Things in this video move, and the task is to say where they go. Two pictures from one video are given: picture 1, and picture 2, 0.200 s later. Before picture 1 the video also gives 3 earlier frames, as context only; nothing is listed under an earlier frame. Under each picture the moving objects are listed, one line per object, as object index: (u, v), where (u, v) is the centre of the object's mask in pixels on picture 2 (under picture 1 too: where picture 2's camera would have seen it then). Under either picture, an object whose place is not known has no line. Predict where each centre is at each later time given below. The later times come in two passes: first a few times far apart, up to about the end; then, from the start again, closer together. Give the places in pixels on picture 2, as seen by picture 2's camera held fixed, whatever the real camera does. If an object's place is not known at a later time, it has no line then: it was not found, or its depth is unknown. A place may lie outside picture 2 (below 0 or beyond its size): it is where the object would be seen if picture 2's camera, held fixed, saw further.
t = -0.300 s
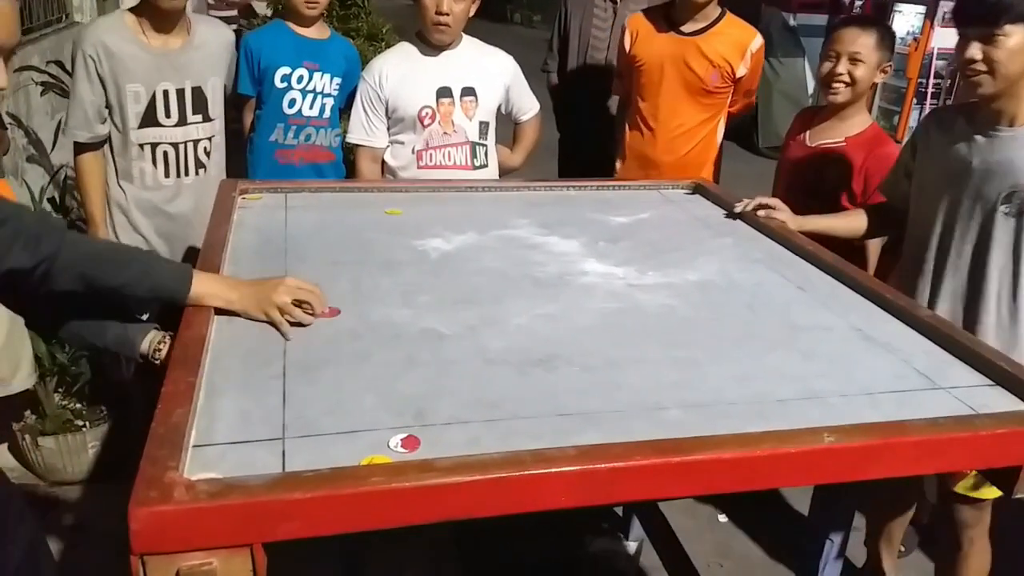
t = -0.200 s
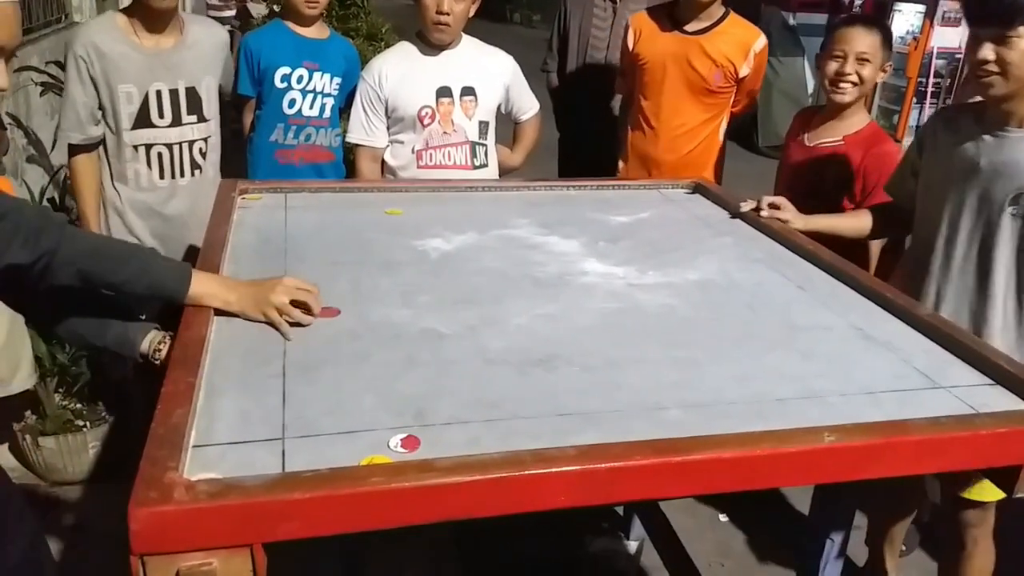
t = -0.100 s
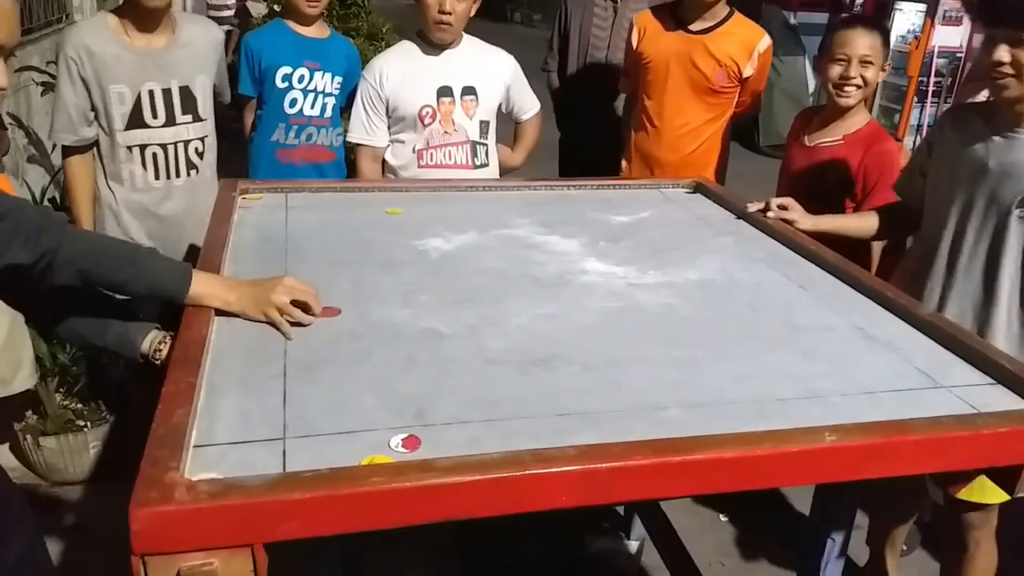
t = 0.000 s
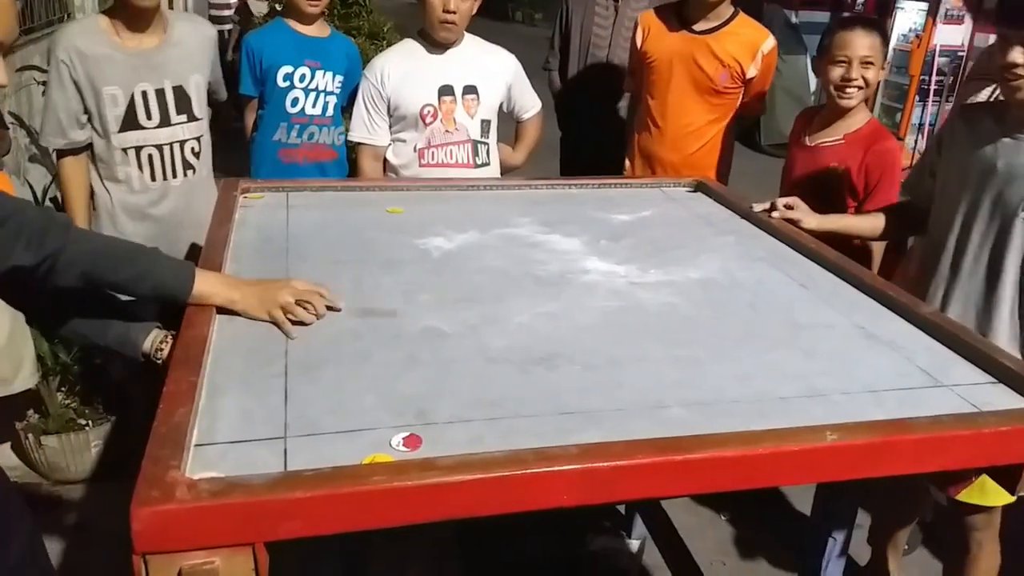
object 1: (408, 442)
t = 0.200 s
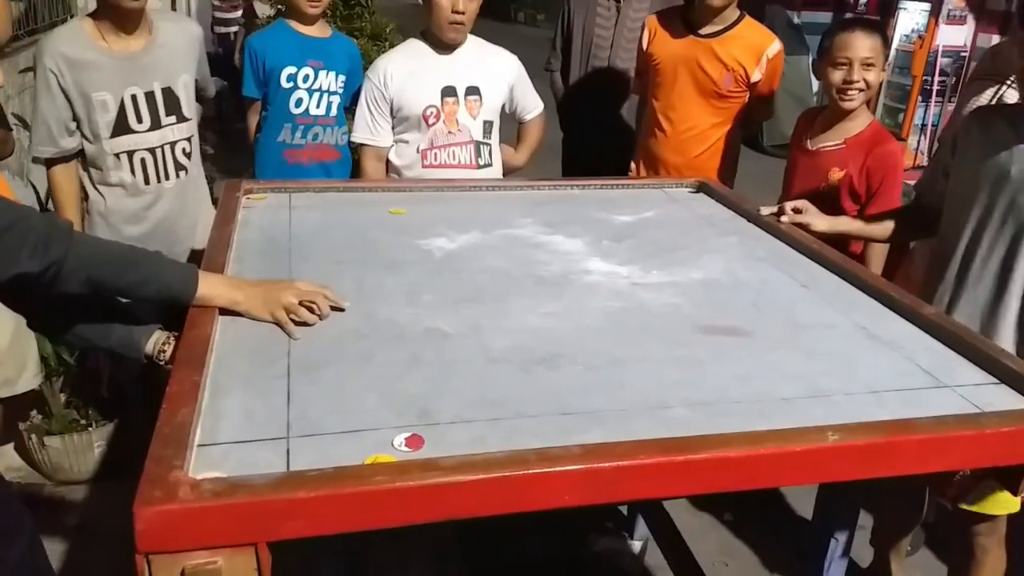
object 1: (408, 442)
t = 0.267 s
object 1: (408, 442)
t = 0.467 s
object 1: (408, 442)
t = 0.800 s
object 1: (408, 442)
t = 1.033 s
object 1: (392, 437)
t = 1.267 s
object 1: (392, 437)
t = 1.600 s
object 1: (392, 437)
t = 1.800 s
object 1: (392, 437)
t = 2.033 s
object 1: (393, 437)
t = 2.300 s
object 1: (392, 436)
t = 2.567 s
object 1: (393, 443)
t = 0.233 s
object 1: (408, 442)
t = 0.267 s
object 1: (408, 442)
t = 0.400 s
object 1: (408, 442)
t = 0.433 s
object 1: (408, 442)
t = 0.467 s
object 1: (408, 442)
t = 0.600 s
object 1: (408, 442)
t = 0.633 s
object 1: (408, 442)
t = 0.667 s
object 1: (408, 442)
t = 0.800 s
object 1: (408, 442)
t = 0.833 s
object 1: (408, 442)
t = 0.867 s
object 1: (408, 442)
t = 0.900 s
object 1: (404, 441)
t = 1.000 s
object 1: (394, 437)
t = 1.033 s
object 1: (392, 437)
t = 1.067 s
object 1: (392, 437)
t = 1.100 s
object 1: (392, 437)
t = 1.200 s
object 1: (392, 437)
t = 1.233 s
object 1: (392, 437)
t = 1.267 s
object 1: (392, 437)
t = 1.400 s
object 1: (392, 437)
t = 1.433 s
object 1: (392, 437)
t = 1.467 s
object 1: (392, 437)
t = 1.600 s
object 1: (392, 437)
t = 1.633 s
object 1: (393, 437)
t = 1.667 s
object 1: (393, 437)
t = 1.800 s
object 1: (392, 437)
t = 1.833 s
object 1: (393, 437)
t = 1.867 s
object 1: (393, 437)
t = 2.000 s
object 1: (393, 437)
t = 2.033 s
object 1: (393, 437)
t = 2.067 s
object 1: (393, 437)
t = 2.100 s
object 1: (393, 437)
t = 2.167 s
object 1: (392, 437)
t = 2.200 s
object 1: (392, 437)
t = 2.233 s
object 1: (393, 437)
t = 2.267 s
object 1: (393, 436)
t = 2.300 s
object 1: (392, 436)
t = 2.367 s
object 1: (393, 436)
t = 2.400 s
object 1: (393, 436)
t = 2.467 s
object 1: (395, 439)
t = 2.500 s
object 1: (394, 440)
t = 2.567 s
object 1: (393, 443)
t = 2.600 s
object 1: (391, 444)
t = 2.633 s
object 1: (390, 445)
